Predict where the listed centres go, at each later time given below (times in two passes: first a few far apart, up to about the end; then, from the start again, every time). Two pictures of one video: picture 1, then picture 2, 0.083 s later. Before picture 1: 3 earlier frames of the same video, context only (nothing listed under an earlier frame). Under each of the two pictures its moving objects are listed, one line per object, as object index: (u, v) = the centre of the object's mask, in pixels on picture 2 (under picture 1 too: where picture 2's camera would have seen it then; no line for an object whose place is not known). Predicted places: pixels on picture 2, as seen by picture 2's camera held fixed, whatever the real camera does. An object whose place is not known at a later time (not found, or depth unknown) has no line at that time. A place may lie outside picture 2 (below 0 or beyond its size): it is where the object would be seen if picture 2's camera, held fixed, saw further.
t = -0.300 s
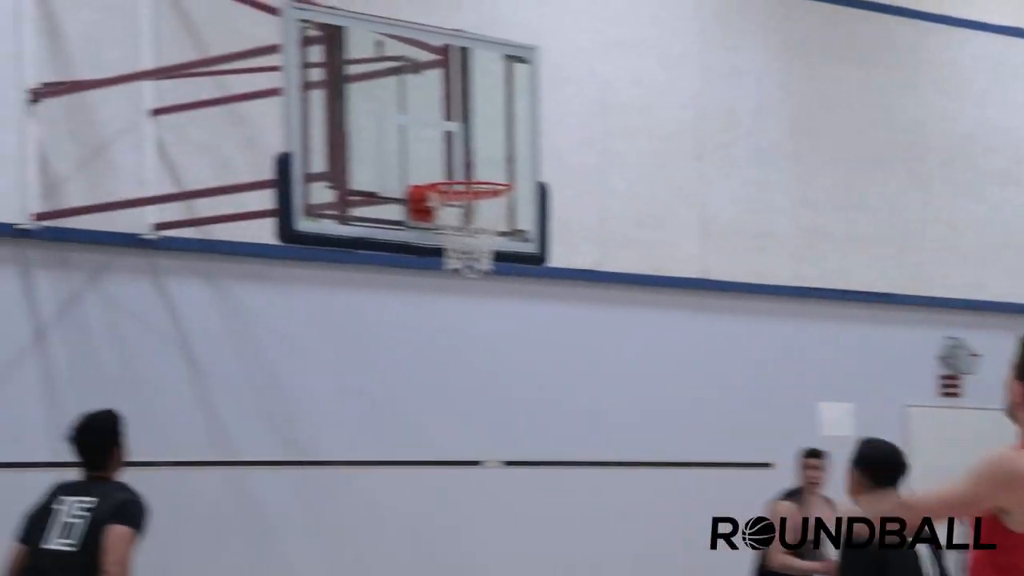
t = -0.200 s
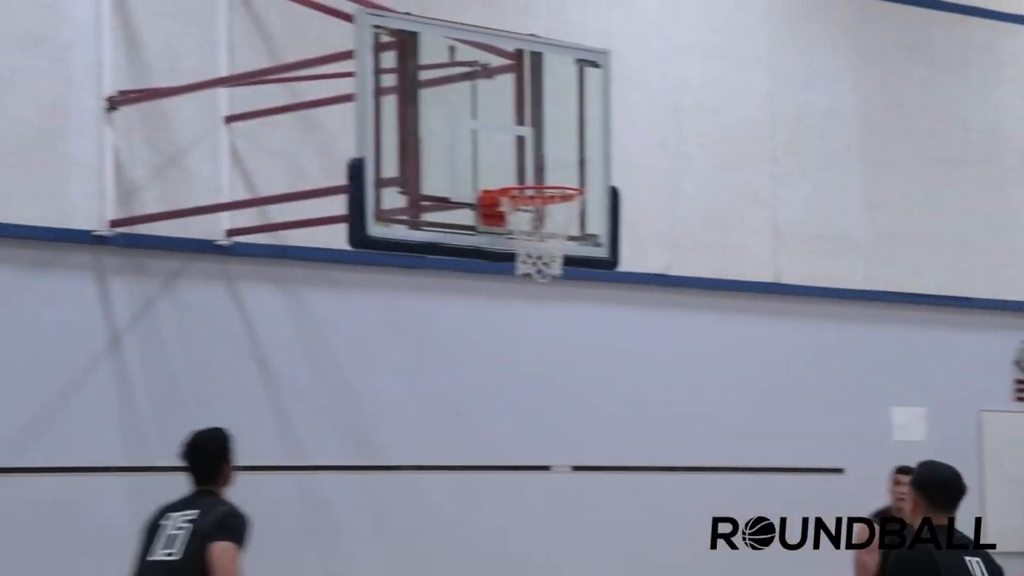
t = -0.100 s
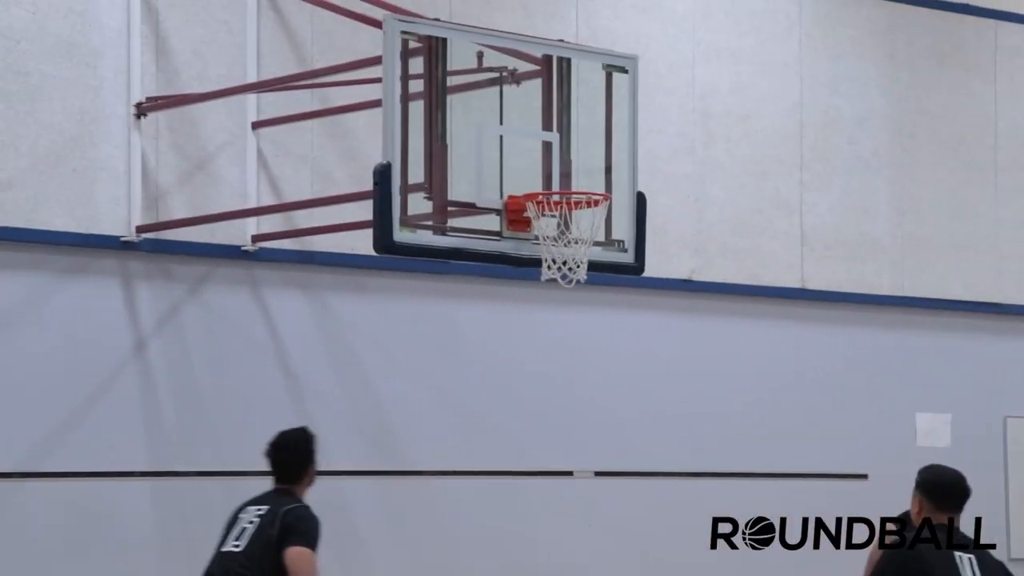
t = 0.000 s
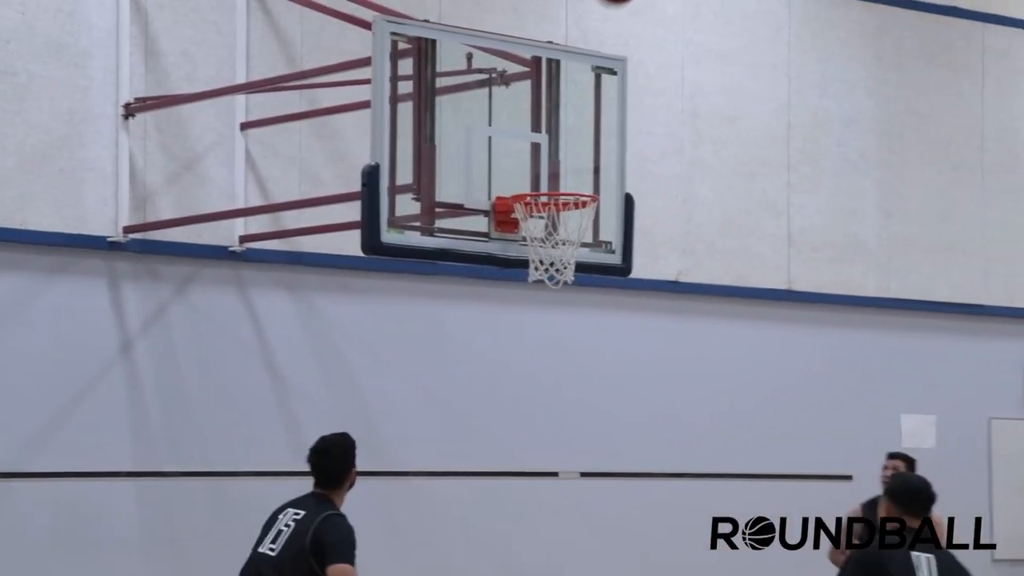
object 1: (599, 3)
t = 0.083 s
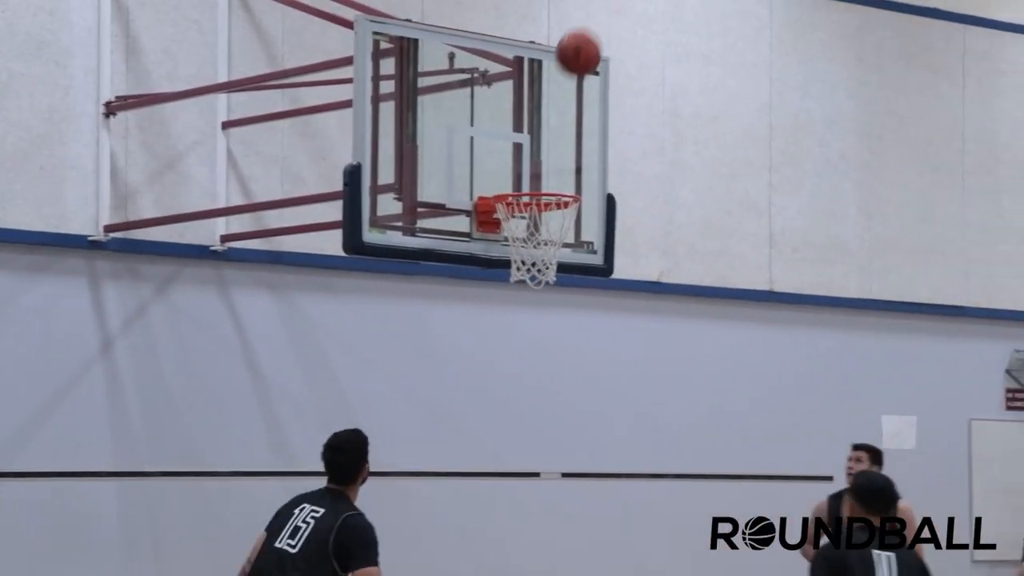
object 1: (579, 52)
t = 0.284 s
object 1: (535, 205)
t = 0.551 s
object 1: (534, 223)
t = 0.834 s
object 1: (536, 276)
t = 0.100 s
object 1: (574, 68)
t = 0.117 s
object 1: (571, 84)
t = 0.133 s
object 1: (567, 100)
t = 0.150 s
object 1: (563, 116)
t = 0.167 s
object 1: (560, 132)
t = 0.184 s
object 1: (555, 150)
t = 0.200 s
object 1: (552, 167)
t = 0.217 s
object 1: (549, 177)
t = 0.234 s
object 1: (546, 179)
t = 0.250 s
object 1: (542, 189)
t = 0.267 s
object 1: (540, 197)
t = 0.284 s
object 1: (535, 205)
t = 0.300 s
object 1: (534, 207)
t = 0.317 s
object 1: (533, 208)
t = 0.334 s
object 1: (533, 210)
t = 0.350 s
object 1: (532, 212)
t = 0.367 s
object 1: (533, 215)
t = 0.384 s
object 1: (532, 218)
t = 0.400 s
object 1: (529, 220)
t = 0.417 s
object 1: (530, 221)
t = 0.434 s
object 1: (530, 222)
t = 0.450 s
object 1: (531, 222)
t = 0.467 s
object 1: (531, 222)
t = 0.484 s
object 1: (532, 223)
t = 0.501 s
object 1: (533, 222)
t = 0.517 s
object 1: (533, 223)
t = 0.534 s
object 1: (534, 223)
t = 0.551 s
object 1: (534, 223)
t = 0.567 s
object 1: (534, 224)
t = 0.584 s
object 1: (534, 225)
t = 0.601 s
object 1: (535, 226)
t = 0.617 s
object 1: (535, 229)
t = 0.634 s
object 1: (535, 230)
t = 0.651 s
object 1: (536, 233)
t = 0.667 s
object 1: (536, 235)
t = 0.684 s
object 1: (536, 239)
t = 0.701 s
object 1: (537, 243)
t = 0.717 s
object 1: (537, 246)
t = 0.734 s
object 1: (537, 251)
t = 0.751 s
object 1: (538, 254)
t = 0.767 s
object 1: (538, 257)
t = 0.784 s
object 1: (539, 262)
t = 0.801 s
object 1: (538, 266)
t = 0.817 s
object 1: (536, 271)
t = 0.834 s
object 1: (536, 276)
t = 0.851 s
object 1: (535, 290)
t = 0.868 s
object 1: (535, 292)
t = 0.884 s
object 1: (534, 296)
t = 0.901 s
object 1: (533, 300)
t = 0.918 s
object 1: (533, 306)
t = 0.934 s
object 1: (532, 313)
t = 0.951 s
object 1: (531, 320)
